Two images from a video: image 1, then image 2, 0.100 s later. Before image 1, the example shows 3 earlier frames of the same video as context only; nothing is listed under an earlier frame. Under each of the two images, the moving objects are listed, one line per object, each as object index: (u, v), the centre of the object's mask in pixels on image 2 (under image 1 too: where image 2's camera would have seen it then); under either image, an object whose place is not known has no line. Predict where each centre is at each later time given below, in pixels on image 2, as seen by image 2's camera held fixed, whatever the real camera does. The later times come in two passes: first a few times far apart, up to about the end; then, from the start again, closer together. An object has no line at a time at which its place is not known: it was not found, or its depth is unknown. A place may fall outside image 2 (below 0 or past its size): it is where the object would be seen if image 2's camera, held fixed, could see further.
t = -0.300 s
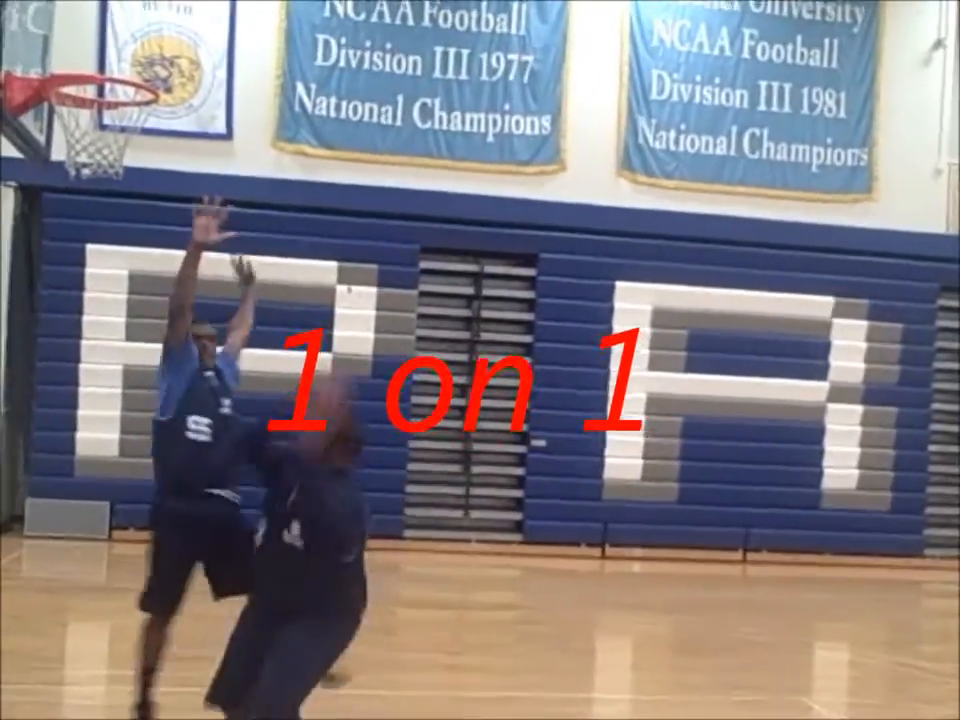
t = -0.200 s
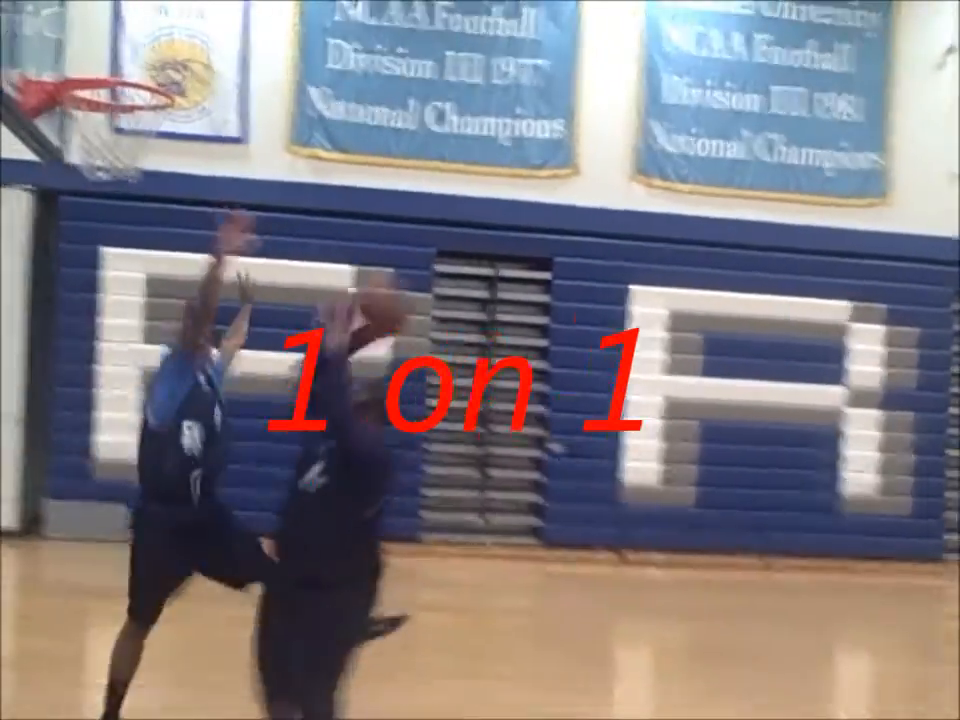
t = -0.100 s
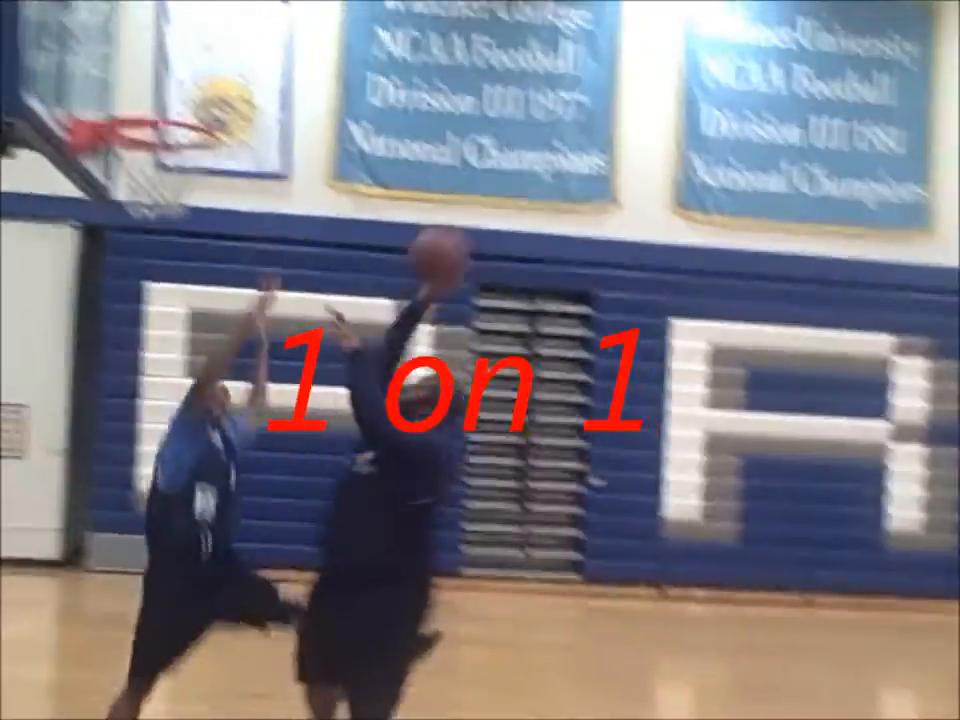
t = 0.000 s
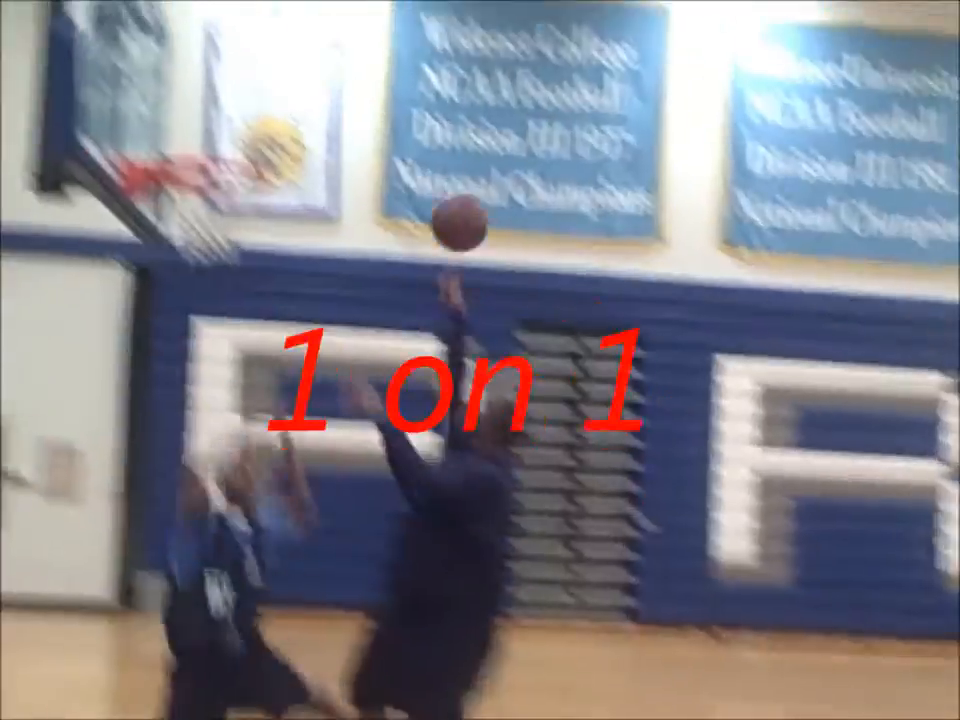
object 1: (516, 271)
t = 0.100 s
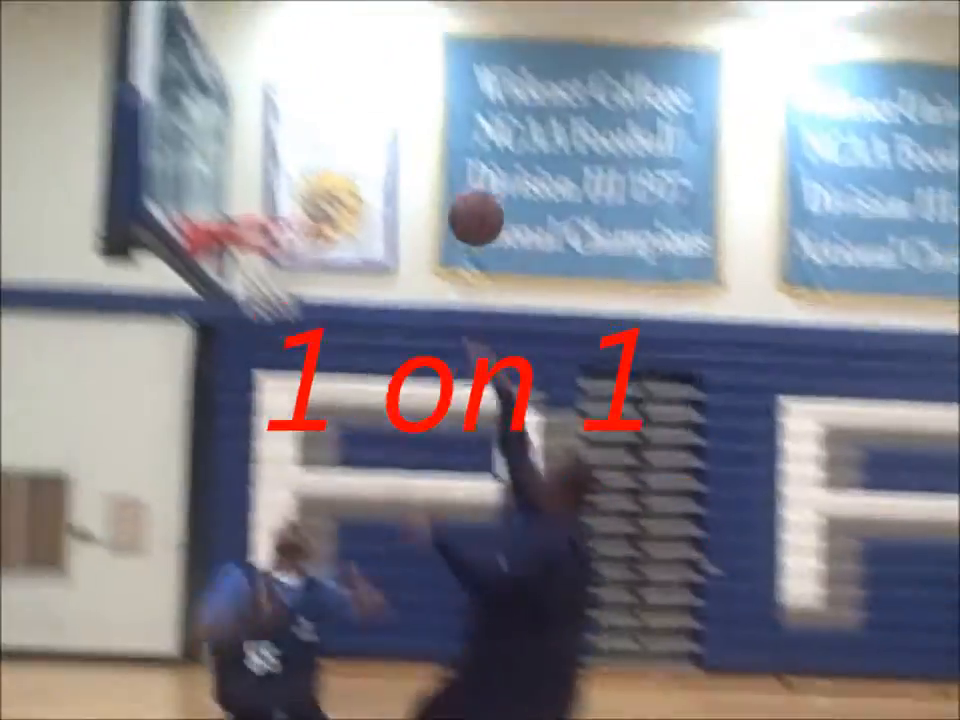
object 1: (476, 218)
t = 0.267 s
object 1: (414, 183)
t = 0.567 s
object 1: (373, 219)
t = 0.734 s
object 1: (435, 275)
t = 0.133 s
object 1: (463, 206)
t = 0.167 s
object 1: (450, 197)
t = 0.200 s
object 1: (437, 189)
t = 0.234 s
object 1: (426, 185)
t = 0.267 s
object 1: (414, 183)
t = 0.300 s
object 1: (399, 182)
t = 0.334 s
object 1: (388, 185)
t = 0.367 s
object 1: (374, 190)
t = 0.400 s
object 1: (360, 197)
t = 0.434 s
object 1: (346, 205)
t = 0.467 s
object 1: (336, 216)
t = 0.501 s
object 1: (344, 216)
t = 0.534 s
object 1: (359, 216)
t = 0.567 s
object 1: (373, 219)
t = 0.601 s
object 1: (384, 226)
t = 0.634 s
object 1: (396, 234)
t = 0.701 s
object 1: (422, 258)
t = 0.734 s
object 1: (435, 275)
